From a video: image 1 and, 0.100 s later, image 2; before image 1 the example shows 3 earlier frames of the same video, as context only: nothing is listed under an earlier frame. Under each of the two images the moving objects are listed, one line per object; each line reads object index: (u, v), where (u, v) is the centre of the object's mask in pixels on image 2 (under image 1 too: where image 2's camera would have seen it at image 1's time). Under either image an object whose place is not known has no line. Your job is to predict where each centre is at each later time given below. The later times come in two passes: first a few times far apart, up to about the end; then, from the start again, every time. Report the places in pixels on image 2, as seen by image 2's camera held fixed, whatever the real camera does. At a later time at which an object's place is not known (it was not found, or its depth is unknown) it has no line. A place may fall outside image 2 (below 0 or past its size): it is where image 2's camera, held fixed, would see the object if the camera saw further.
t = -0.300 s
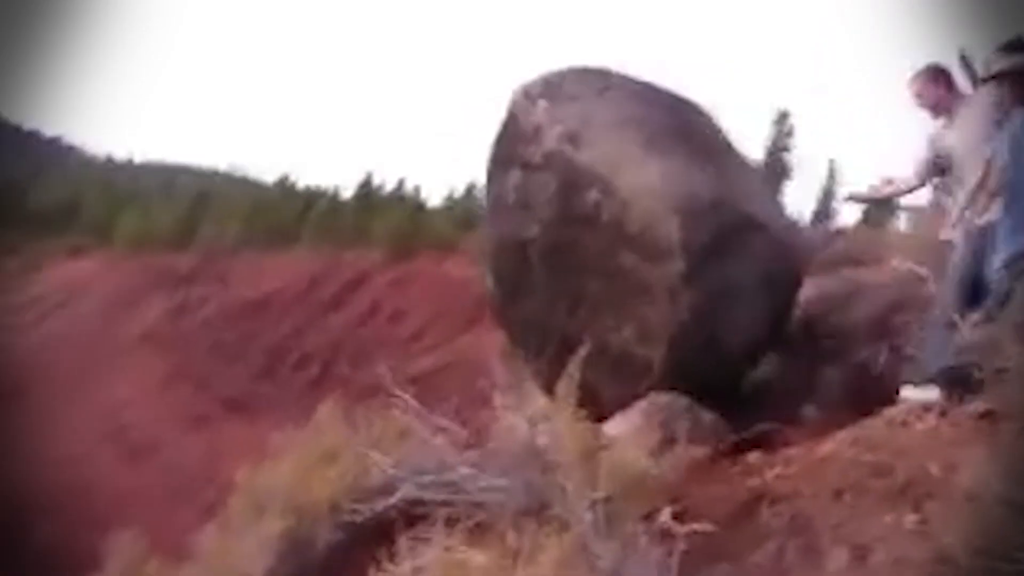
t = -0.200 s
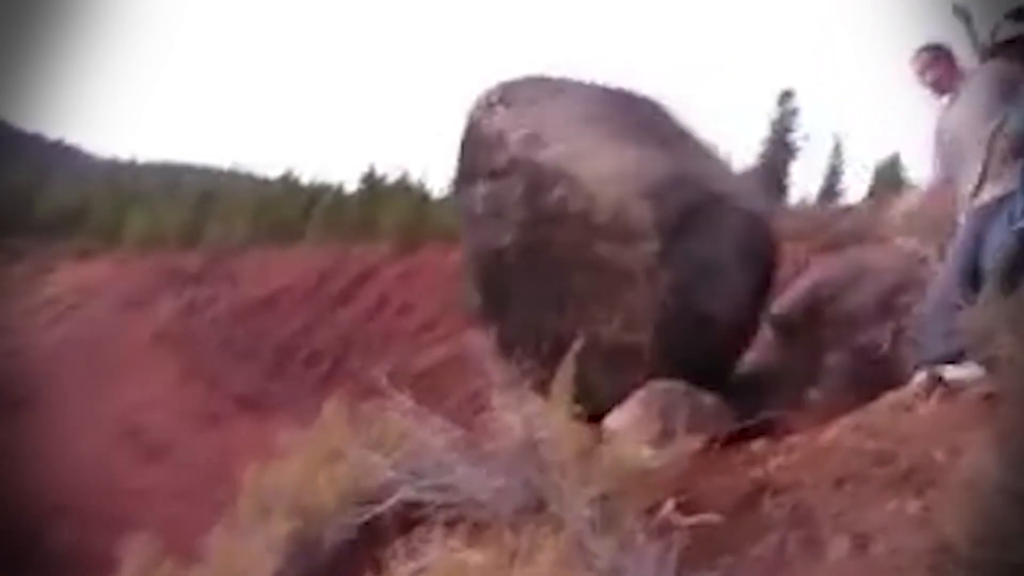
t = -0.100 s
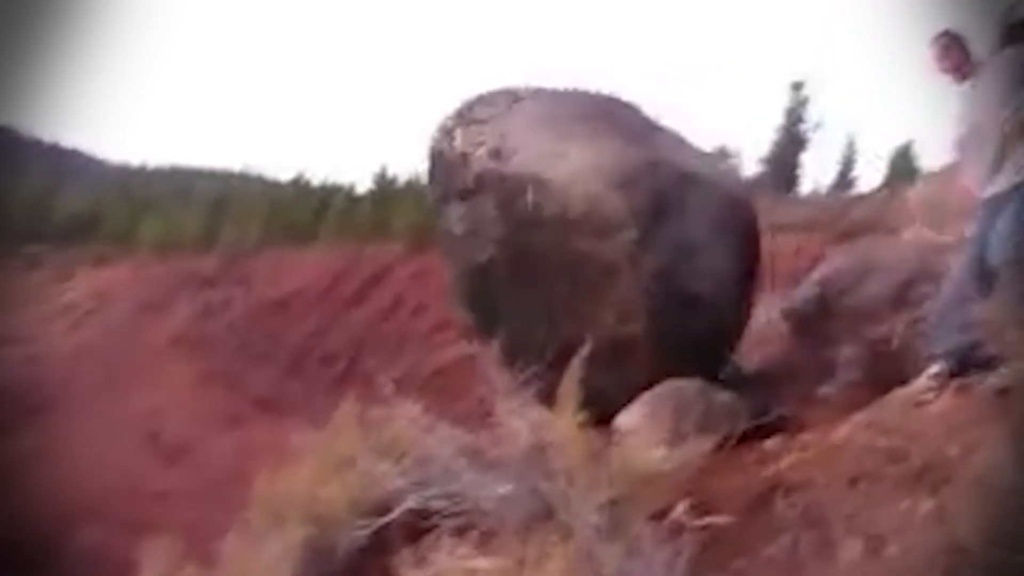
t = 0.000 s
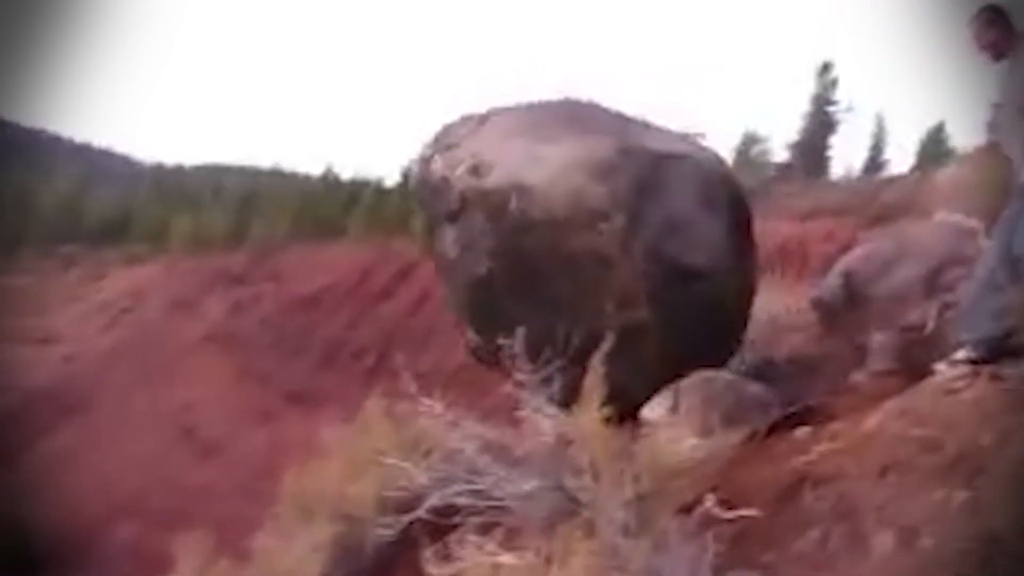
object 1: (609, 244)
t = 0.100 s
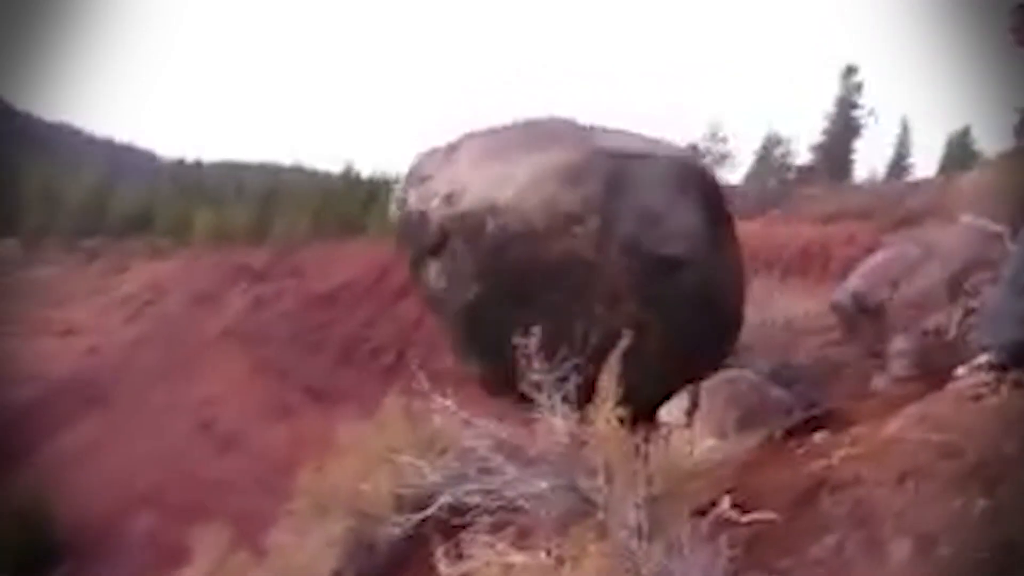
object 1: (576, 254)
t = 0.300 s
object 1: (497, 291)
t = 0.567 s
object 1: (379, 332)
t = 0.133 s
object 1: (562, 261)
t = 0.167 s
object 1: (551, 265)
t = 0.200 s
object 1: (537, 272)
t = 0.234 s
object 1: (525, 278)
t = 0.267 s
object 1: (512, 284)
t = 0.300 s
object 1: (497, 291)
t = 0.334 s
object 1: (485, 300)
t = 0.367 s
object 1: (473, 305)
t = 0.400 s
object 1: (460, 309)
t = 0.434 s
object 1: (446, 314)
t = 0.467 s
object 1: (432, 318)
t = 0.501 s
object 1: (418, 323)
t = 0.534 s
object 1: (400, 327)
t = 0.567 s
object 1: (379, 332)
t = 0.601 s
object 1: (368, 342)
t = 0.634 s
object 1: (351, 351)
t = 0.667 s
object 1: (331, 362)
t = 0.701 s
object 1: (311, 374)
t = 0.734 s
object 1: (295, 385)
